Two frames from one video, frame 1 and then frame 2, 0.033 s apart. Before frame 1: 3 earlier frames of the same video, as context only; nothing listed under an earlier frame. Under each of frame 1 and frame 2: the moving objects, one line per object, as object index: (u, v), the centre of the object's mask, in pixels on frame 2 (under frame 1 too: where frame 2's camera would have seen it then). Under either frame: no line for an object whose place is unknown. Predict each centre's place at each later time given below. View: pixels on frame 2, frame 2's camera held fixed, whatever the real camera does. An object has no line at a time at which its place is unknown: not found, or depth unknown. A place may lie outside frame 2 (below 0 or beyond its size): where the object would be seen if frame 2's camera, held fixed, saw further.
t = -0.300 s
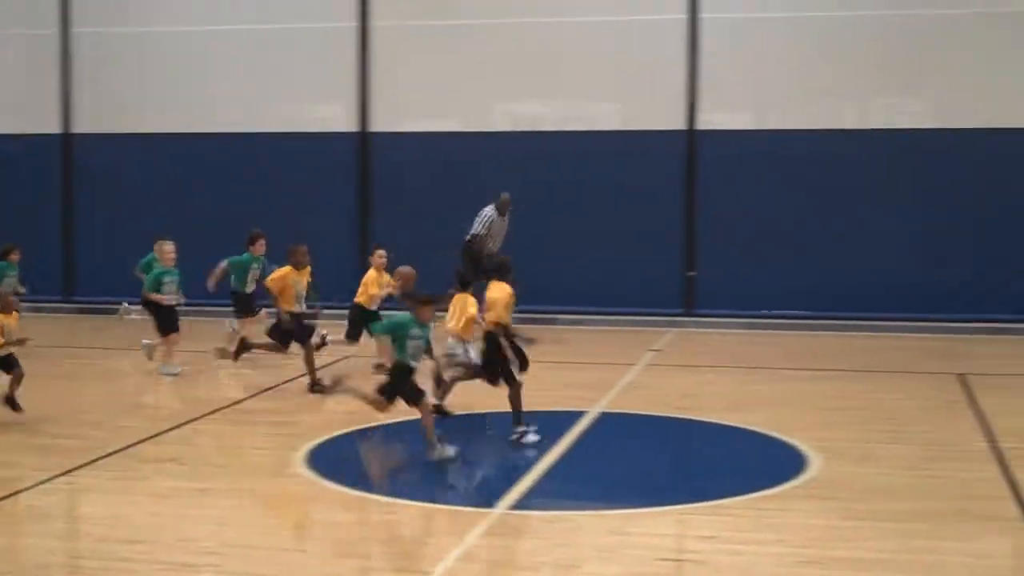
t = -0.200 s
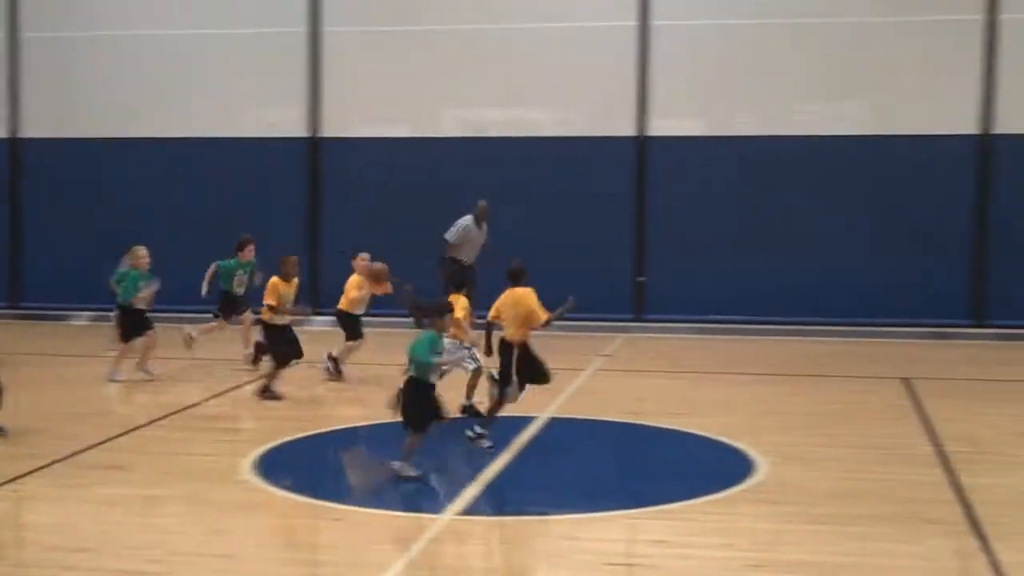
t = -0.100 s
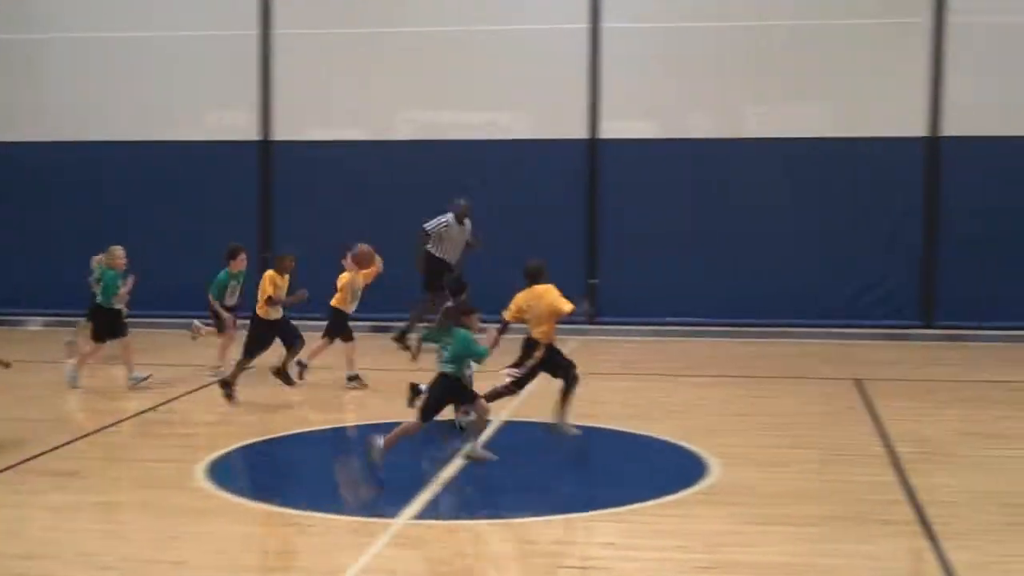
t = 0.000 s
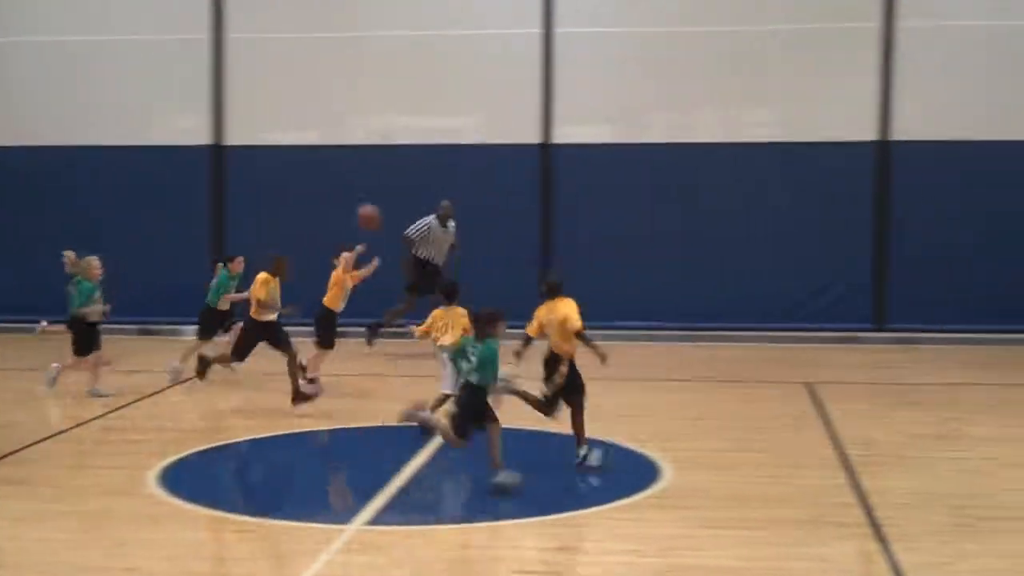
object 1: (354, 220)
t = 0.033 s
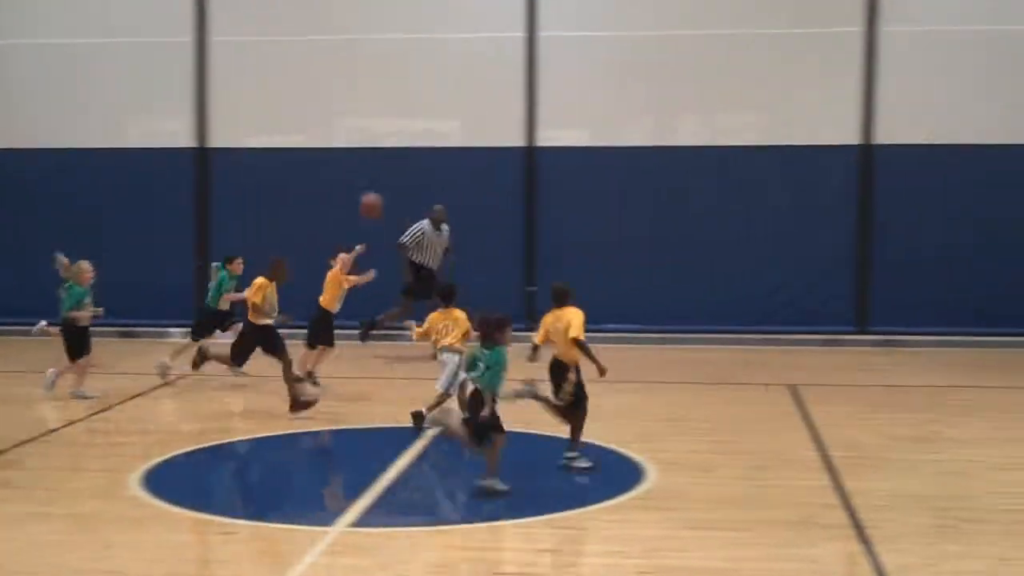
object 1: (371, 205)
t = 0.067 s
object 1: (389, 192)
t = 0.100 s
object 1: (406, 180)
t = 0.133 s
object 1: (426, 168)
